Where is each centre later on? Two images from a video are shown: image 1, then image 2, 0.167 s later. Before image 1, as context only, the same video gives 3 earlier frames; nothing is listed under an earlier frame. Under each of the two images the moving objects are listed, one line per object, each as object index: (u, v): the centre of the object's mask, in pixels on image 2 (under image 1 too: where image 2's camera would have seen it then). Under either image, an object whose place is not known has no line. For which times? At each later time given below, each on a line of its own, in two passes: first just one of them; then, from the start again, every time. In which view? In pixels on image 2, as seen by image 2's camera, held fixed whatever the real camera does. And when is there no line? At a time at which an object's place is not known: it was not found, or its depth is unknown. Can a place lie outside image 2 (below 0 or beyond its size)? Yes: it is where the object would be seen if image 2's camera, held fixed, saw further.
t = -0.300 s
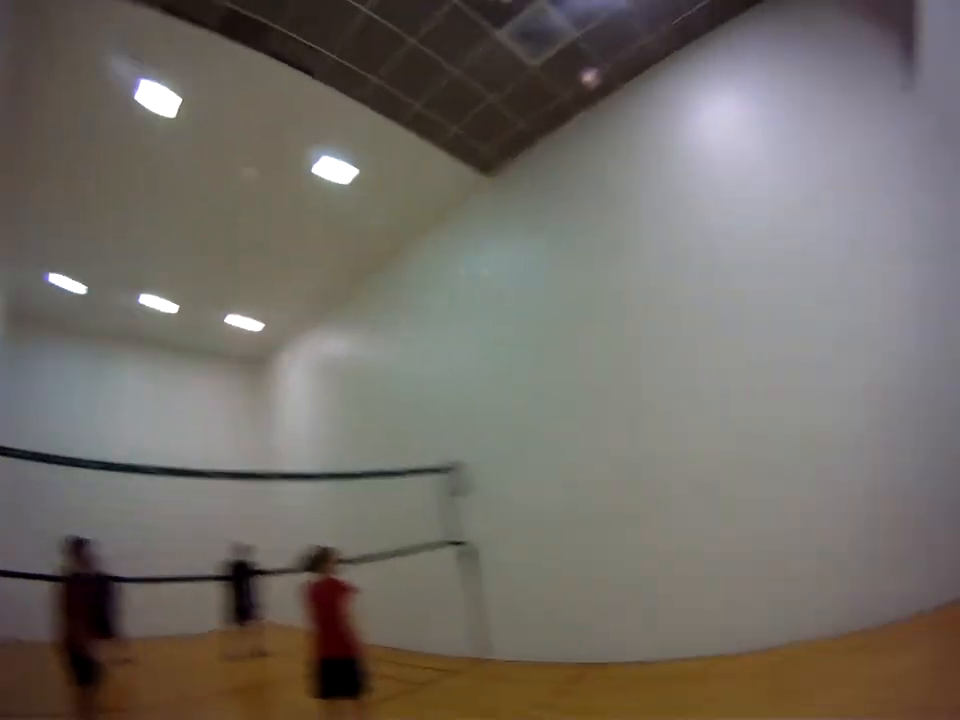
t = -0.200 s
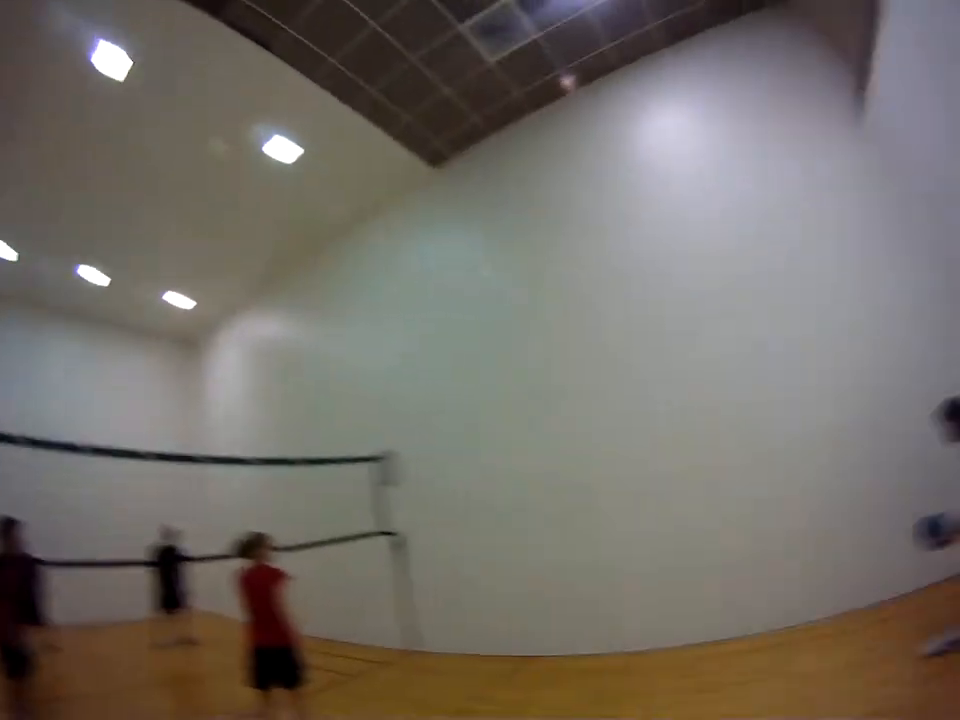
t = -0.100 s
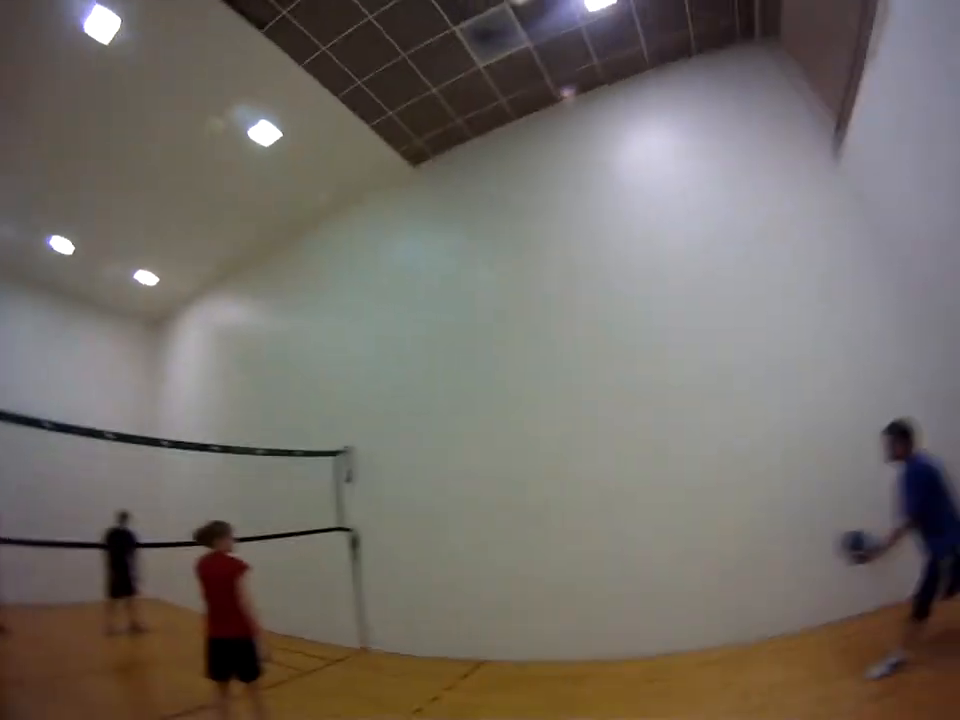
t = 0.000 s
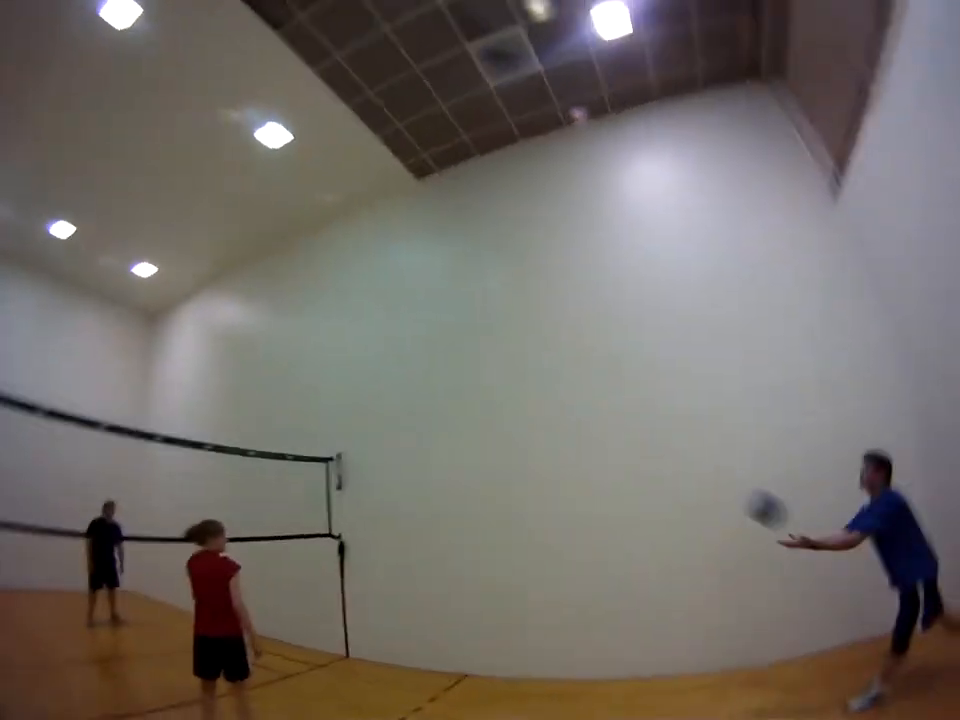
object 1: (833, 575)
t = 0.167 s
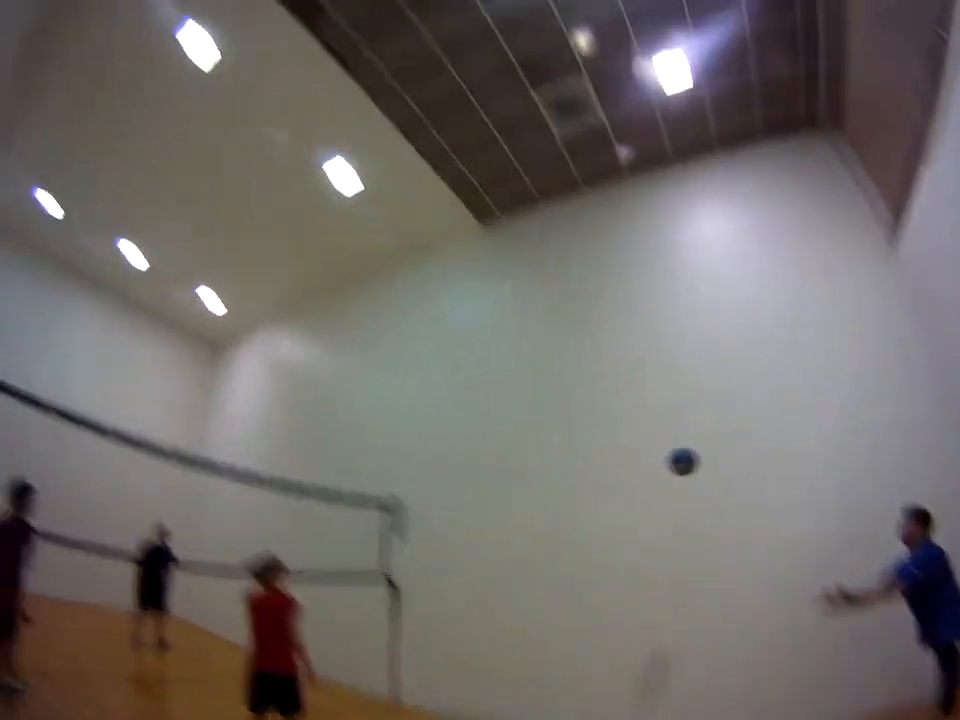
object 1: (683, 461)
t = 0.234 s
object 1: (639, 437)
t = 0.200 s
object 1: (660, 448)
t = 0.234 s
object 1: (639, 437)
